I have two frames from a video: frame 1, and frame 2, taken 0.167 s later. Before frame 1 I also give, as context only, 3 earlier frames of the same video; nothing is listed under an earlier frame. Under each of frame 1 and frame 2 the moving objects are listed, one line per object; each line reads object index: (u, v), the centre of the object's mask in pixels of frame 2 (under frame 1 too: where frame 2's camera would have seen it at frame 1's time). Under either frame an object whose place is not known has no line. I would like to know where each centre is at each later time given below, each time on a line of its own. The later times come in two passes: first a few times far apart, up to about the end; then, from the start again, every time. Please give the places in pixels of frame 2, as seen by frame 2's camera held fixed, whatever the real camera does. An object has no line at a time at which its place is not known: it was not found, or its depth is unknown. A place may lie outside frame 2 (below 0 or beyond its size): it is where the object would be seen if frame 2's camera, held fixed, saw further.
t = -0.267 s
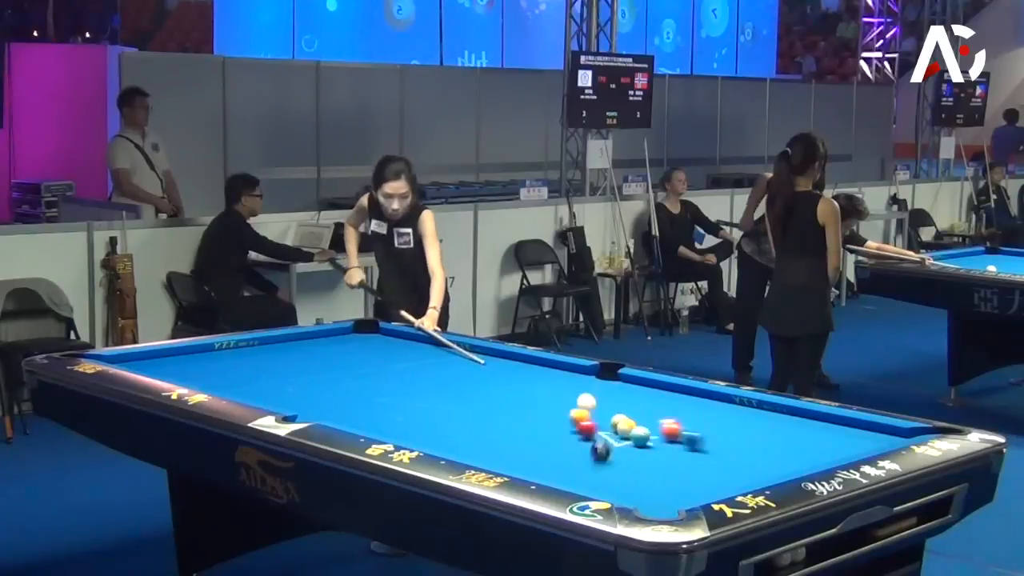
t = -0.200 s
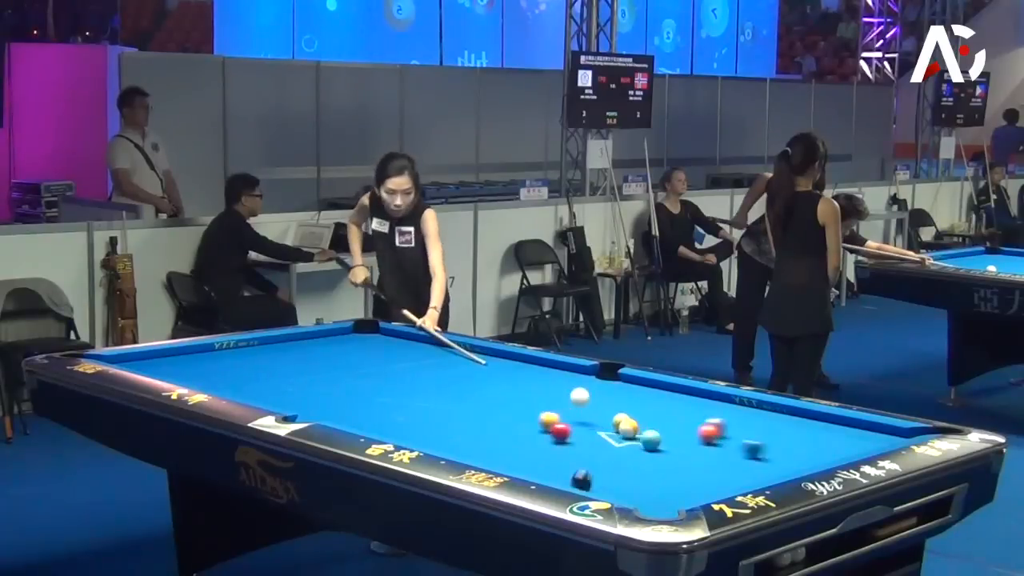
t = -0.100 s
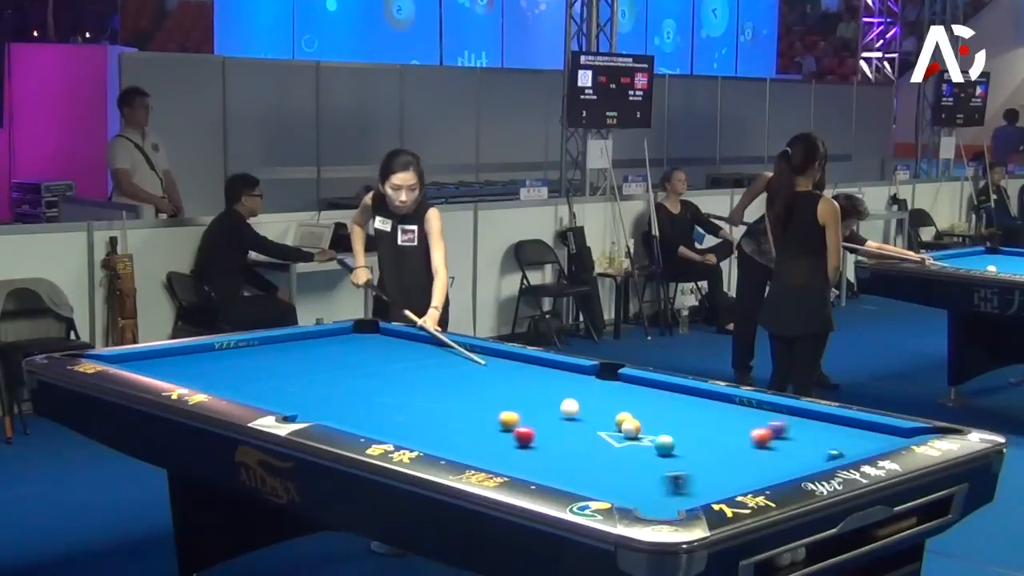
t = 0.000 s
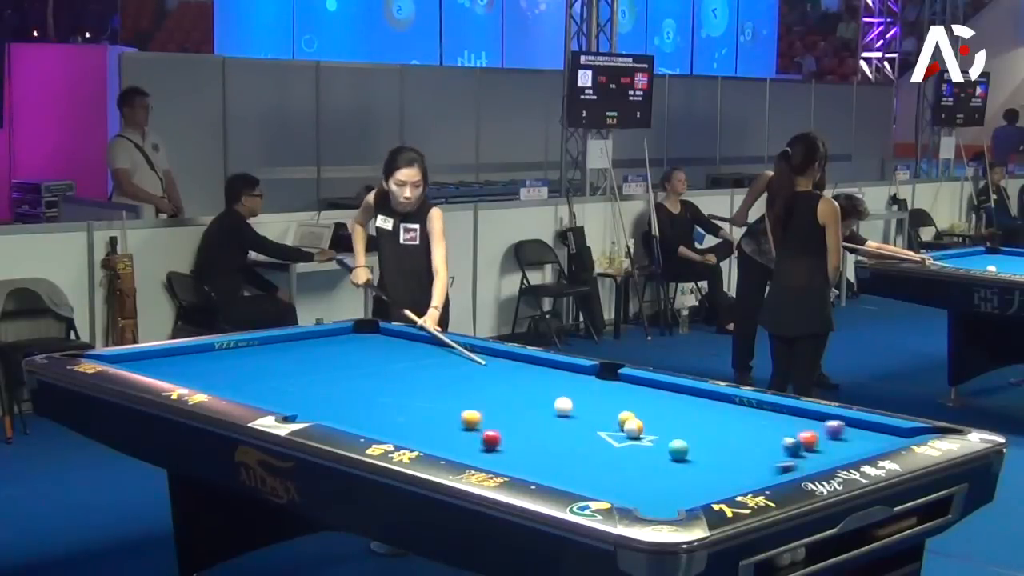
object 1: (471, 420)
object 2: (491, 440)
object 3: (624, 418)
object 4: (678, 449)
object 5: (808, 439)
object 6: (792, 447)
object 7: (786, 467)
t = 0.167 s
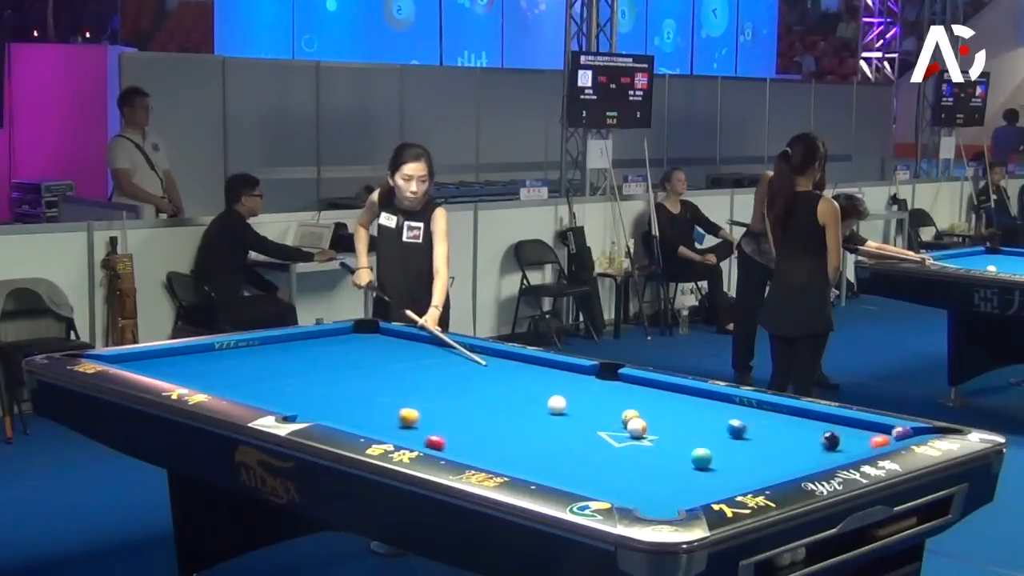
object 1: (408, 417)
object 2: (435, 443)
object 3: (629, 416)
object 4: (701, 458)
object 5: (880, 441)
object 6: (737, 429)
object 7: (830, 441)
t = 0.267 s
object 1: (372, 416)
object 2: (427, 441)
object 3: (631, 414)
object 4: (715, 463)
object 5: (871, 438)
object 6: (710, 420)
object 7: (845, 426)
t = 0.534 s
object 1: (296, 408)
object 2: (447, 431)
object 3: (637, 413)
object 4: (753, 474)
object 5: (823, 422)
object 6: (648, 401)
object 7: (718, 423)
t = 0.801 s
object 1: (286, 396)
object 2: (462, 420)
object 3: (643, 411)
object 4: (735, 476)
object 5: (785, 409)
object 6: (593, 383)
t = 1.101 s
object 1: (276, 383)
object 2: (478, 408)
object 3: (648, 411)
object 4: (703, 471)
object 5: (727, 401)
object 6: (540, 366)
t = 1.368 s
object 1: (267, 372)
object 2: (490, 399)
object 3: (651, 410)
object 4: (677, 468)
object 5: (680, 394)
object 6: (495, 353)
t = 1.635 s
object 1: (260, 362)
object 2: (502, 391)
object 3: (654, 410)
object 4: (655, 465)
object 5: (636, 388)
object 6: (440, 344)
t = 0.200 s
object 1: (396, 417)
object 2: (424, 442)
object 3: (630, 415)
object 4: (706, 459)
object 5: (880, 440)
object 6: (727, 426)
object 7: (836, 435)
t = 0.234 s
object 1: (383, 416)
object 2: (423, 441)
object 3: (630, 415)
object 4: (711, 461)
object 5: (876, 439)
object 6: (719, 423)
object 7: (841, 430)
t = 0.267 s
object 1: (372, 416)
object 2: (427, 441)
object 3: (631, 414)
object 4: (715, 463)
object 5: (871, 438)
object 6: (710, 420)
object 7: (845, 426)
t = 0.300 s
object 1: (359, 416)
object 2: (430, 440)
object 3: (632, 415)
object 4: (720, 464)
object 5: (866, 436)
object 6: (702, 417)
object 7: (847, 422)
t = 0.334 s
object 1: (347, 415)
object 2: (433, 439)
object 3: (633, 415)
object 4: (725, 466)
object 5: (859, 434)
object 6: (694, 416)
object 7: (829, 422)
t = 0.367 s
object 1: (335, 414)
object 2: (436, 438)
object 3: (634, 414)
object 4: (729, 468)
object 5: (851, 431)
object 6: (686, 412)
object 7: (809, 421)
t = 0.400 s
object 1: (323, 413)
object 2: (438, 437)
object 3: (634, 414)
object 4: (734, 470)
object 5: (844, 429)
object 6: (678, 410)
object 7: (790, 422)
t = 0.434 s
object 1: (311, 413)
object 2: (440, 435)
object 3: (635, 413)
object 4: (739, 471)
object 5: (838, 427)
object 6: (670, 407)
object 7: (771, 422)
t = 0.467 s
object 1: (300, 412)
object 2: (442, 434)
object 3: (636, 413)
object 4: (744, 473)
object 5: (833, 426)
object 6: (662, 405)
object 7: (753, 423)
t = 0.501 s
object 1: (297, 410)
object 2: (444, 432)
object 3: (637, 413)
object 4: (748, 474)
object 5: (828, 424)
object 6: (655, 402)
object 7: (736, 423)
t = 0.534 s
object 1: (296, 408)
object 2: (447, 431)
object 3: (637, 413)
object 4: (753, 474)
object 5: (823, 422)
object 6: (648, 401)
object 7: (718, 423)
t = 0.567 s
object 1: (295, 406)
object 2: (449, 429)
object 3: (638, 413)
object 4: (758, 474)
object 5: (818, 420)
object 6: (640, 397)
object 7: (701, 423)
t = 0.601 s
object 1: (294, 405)
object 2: (451, 428)
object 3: (639, 412)
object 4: (760, 475)
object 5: (813, 418)
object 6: (633, 396)
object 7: (685, 423)
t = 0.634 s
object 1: (293, 404)
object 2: (453, 426)
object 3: (639, 412)
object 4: (756, 475)
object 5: (809, 416)
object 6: (626, 393)
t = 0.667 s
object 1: (292, 402)
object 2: (454, 425)
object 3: (640, 412)
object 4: (751, 475)
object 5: (804, 415)
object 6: (619, 392)
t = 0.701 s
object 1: (291, 401)
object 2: (456, 424)
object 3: (641, 412)
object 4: (747, 475)
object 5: (799, 413)
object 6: (612, 389)
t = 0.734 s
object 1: (289, 400)
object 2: (458, 422)
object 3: (642, 411)
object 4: (743, 476)
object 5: (795, 412)
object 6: (606, 387)
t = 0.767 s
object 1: (287, 398)
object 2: (460, 421)
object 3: (642, 411)
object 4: (739, 476)
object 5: (790, 410)
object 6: (599, 385)
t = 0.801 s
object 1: (286, 396)
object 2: (462, 420)
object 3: (643, 411)
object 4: (735, 476)
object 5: (785, 409)
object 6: (593, 383)
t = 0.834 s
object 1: (285, 395)
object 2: (464, 419)
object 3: (644, 411)
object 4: (732, 475)
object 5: (778, 408)
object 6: (587, 380)
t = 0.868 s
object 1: (284, 393)
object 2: (466, 417)
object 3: (644, 411)
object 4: (728, 475)
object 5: (771, 407)
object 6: (581, 379)
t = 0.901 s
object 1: (283, 392)
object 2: (468, 415)
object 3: (645, 411)
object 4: (725, 474)
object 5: (765, 406)
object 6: (574, 377)
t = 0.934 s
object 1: (281, 390)
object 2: (469, 414)
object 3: (645, 411)
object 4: (721, 474)
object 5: (758, 405)
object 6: (569, 375)
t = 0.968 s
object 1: (280, 389)
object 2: (471, 413)
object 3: (646, 411)
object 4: (717, 473)
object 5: (752, 404)
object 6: (562, 373)
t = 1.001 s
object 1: (279, 387)
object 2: (473, 412)
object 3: (646, 411)
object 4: (714, 473)
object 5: (746, 403)
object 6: (557, 371)
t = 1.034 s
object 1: (278, 386)
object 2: (473, 409)
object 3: (647, 411)
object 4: (710, 472)
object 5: (740, 402)
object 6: (551, 369)
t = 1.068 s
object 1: (277, 384)
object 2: (477, 409)
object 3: (647, 411)
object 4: (707, 472)
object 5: (733, 401)
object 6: (545, 367)
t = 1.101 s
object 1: (276, 383)
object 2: (478, 408)
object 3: (648, 411)
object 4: (703, 471)
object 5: (727, 401)
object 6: (540, 366)
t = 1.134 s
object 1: (275, 381)
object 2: (479, 407)
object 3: (648, 411)
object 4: (700, 471)
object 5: (721, 400)
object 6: (534, 364)
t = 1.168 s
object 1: (273, 380)
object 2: (481, 406)
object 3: (649, 410)
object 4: (697, 470)
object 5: (715, 399)
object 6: (528, 362)
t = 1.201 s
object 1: (272, 379)
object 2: (483, 405)
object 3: (649, 410)
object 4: (693, 470)
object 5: (709, 398)
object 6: (522, 360)
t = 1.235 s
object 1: (272, 377)
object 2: (484, 404)
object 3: (650, 410)
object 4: (690, 470)
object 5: (703, 397)
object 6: (518, 359)
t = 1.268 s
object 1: (270, 376)
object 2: (486, 402)
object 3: (650, 410)
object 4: (687, 469)
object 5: (697, 396)
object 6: (513, 356)
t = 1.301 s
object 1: (270, 374)
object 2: (487, 401)
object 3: (650, 410)
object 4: (684, 469)
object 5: (691, 396)
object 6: (507, 355)
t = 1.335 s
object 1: (269, 373)
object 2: (489, 400)
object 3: (651, 410)
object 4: (680, 468)
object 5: (685, 395)
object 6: (501, 354)
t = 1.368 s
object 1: (267, 372)
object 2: (490, 399)
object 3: (651, 410)
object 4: (677, 468)
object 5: (680, 394)
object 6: (495, 353)
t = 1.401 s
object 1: (267, 371)
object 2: (492, 398)
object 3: (652, 410)
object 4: (674, 467)
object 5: (674, 393)
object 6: (487, 353)
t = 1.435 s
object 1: (266, 369)
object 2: (493, 397)
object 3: (652, 410)
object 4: (671, 467)
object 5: (669, 392)
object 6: (481, 351)
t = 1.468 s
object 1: (265, 368)
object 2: (495, 396)
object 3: (652, 410)
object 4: (669, 467)
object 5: (663, 391)
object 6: (474, 349)
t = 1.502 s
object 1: (264, 367)
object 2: (496, 395)
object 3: (653, 410)
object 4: (666, 466)
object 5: (658, 391)
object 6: (467, 349)
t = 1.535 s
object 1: (263, 366)
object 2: (497, 394)
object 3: (653, 410)
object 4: (663, 466)
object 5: (652, 390)
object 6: (460, 348)
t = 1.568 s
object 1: (262, 364)
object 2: (499, 393)
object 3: (653, 410)
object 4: (660, 465)
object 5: (647, 389)
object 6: (453, 347)
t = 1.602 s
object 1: (261, 363)
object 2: (500, 392)
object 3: (653, 410)
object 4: (658, 465)
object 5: (641, 389)
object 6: (448, 346)
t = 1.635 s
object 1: (260, 362)
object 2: (502, 391)
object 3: (654, 410)
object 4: (655, 465)
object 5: (636, 388)
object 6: (440, 344)
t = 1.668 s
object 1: (259, 361)
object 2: (503, 390)
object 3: (654, 410)
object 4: (652, 464)
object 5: (631, 387)
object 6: (434, 343)
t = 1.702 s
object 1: (259, 360)
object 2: (505, 389)
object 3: (654, 410)
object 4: (650, 464)
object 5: (626, 387)
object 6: (427, 342)
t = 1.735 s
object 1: (258, 358)
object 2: (506, 388)
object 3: (654, 410)
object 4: (647, 464)
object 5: (620, 386)
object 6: (421, 342)
